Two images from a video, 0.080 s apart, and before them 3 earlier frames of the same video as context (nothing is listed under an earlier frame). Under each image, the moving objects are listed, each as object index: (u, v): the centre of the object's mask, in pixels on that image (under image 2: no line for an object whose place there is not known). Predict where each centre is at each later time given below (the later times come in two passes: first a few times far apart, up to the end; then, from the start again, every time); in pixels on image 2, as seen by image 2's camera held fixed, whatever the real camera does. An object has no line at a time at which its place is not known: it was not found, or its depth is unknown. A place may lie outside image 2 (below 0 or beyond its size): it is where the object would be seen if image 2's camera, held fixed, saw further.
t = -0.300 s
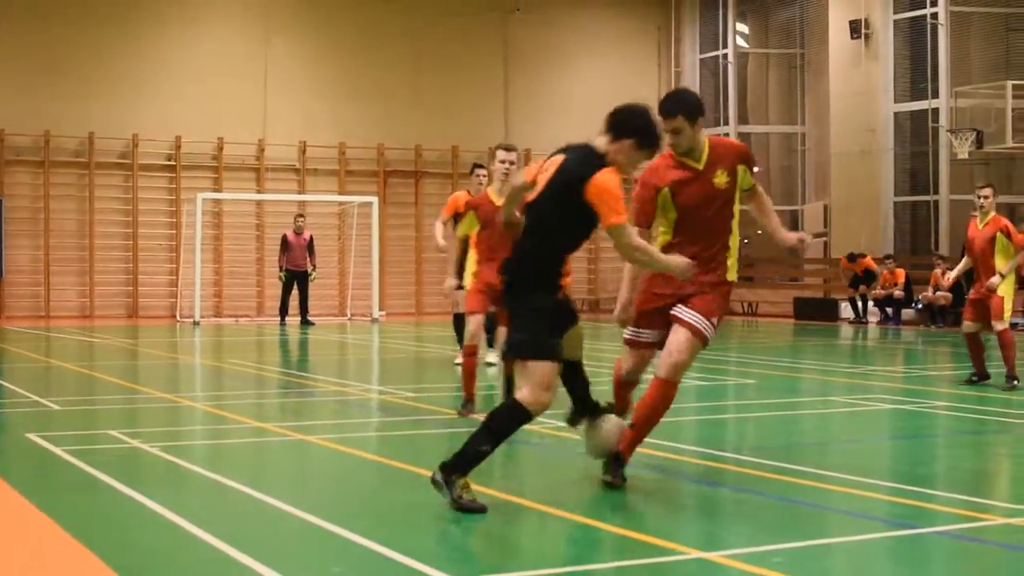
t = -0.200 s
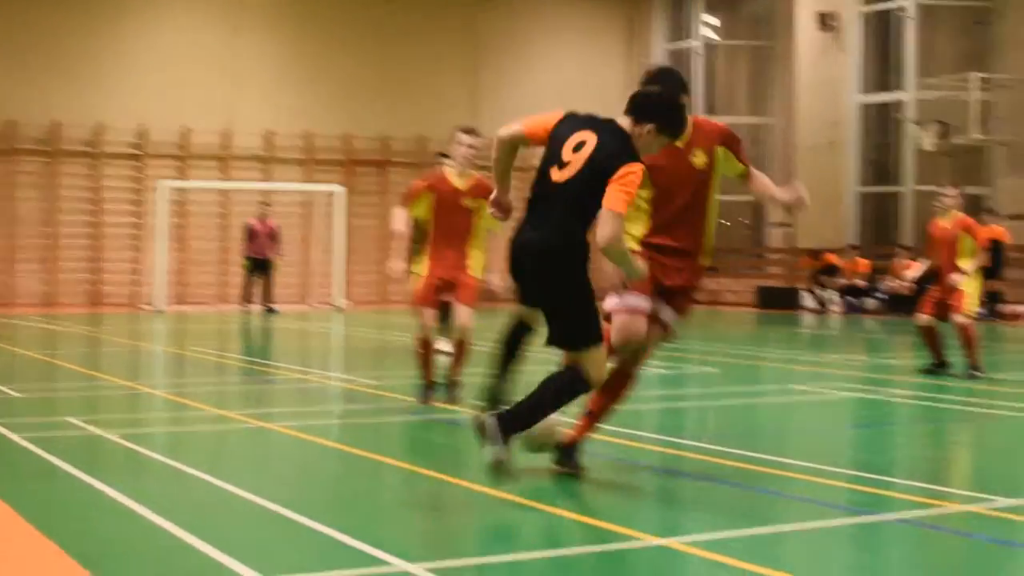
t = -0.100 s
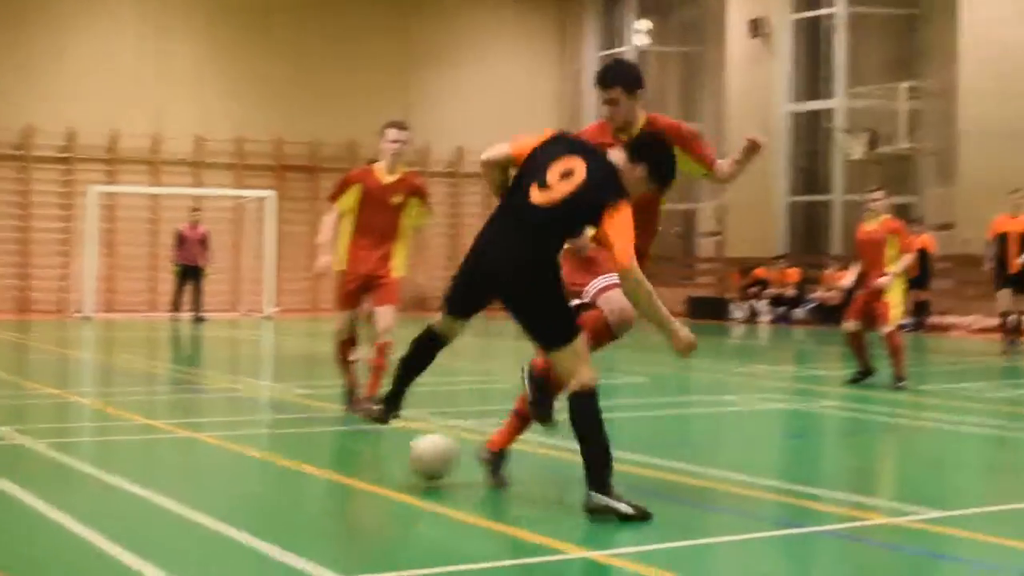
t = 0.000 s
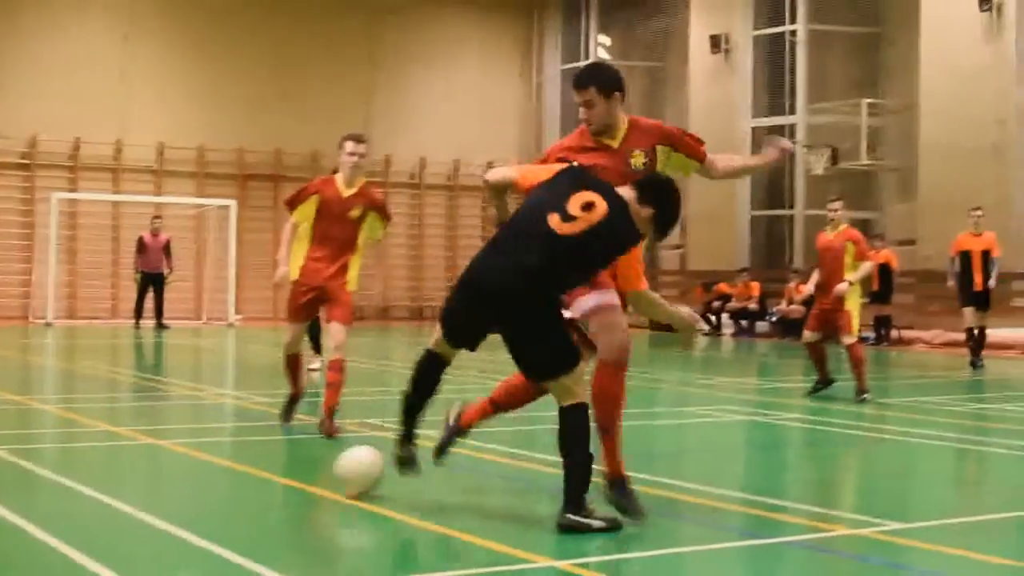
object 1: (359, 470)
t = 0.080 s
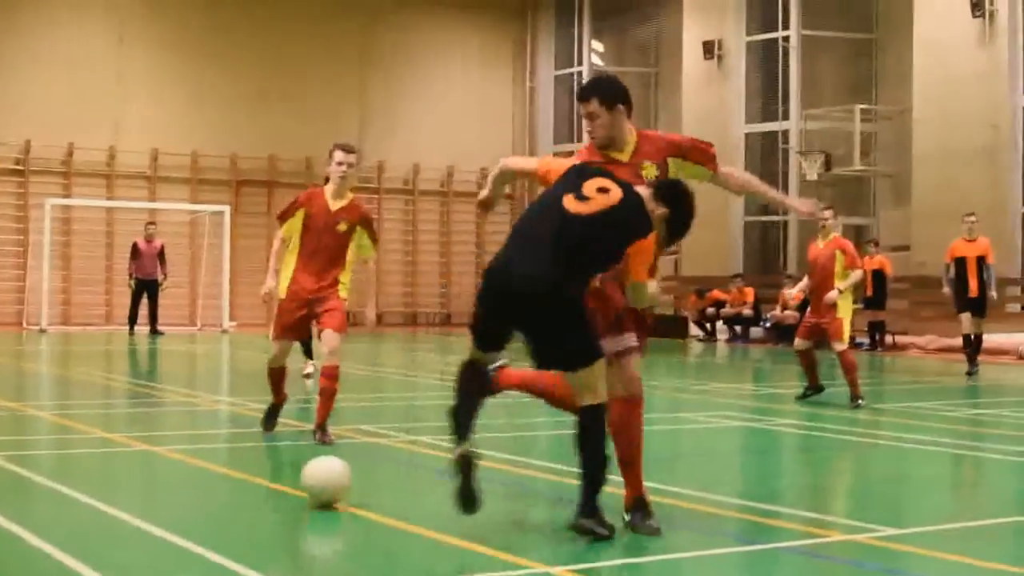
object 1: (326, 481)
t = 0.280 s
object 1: (249, 489)
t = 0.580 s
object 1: (125, 502)
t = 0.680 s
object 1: (83, 510)
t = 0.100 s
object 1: (318, 482)
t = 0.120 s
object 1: (311, 484)
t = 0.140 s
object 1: (304, 483)
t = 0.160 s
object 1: (296, 484)
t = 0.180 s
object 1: (289, 486)
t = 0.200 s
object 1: (280, 486)
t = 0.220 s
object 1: (273, 487)
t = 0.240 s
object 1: (265, 487)
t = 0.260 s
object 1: (257, 489)
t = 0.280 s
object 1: (249, 489)
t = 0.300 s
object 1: (242, 490)
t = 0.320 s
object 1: (234, 491)
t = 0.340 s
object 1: (226, 492)
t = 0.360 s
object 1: (217, 493)
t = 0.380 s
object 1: (209, 493)
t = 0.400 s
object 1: (201, 494)
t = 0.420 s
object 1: (193, 495)
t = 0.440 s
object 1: (185, 495)
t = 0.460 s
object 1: (177, 497)
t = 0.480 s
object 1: (168, 498)
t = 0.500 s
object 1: (160, 498)
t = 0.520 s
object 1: (152, 499)
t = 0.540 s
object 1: (143, 500)
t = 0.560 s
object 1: (134, 501)
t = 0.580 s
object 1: (125, 502)
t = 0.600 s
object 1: (117, 504)
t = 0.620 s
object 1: (109, 505)
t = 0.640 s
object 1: (100, 507)
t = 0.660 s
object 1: (91, 509)
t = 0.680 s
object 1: (83, 510)
